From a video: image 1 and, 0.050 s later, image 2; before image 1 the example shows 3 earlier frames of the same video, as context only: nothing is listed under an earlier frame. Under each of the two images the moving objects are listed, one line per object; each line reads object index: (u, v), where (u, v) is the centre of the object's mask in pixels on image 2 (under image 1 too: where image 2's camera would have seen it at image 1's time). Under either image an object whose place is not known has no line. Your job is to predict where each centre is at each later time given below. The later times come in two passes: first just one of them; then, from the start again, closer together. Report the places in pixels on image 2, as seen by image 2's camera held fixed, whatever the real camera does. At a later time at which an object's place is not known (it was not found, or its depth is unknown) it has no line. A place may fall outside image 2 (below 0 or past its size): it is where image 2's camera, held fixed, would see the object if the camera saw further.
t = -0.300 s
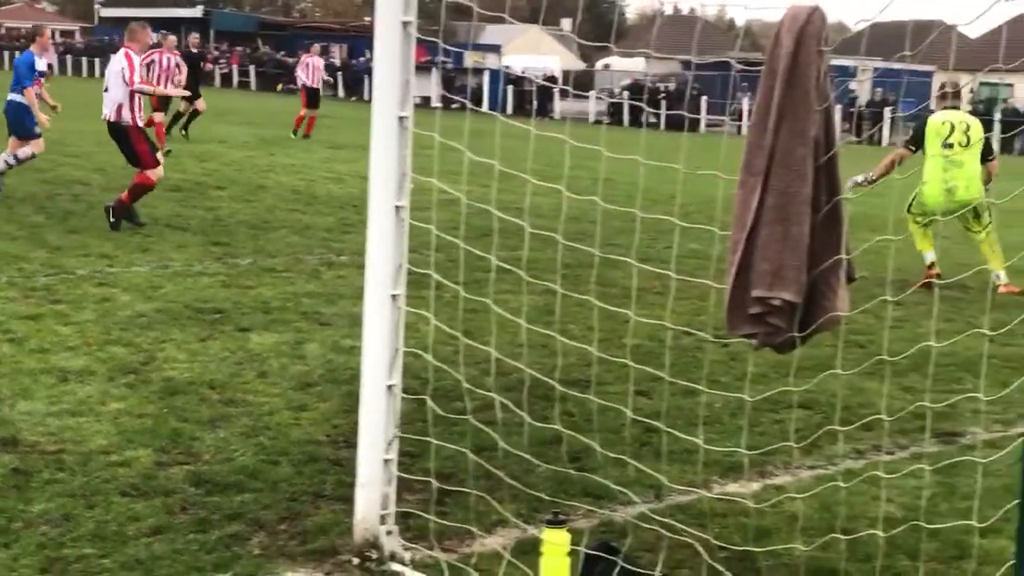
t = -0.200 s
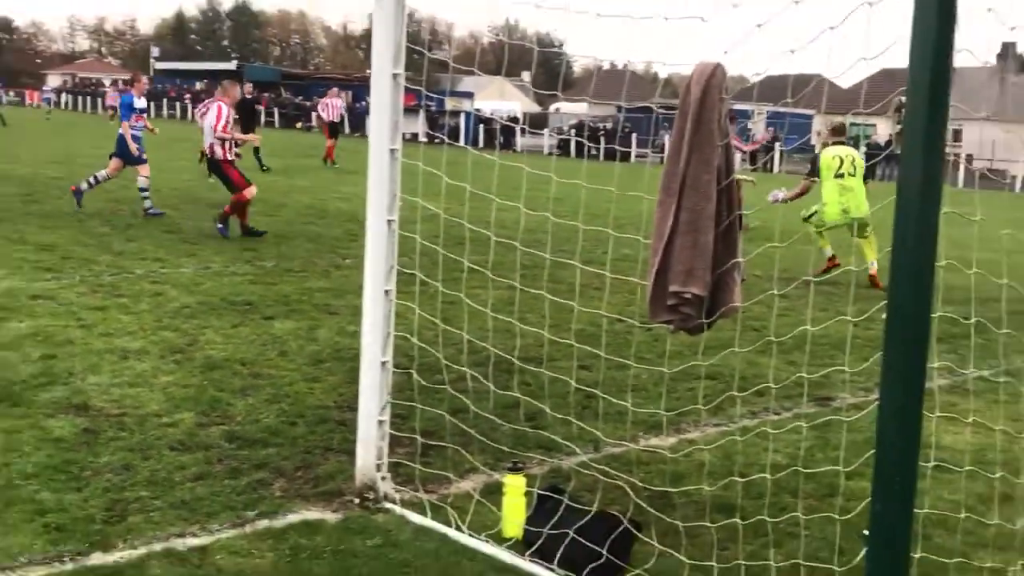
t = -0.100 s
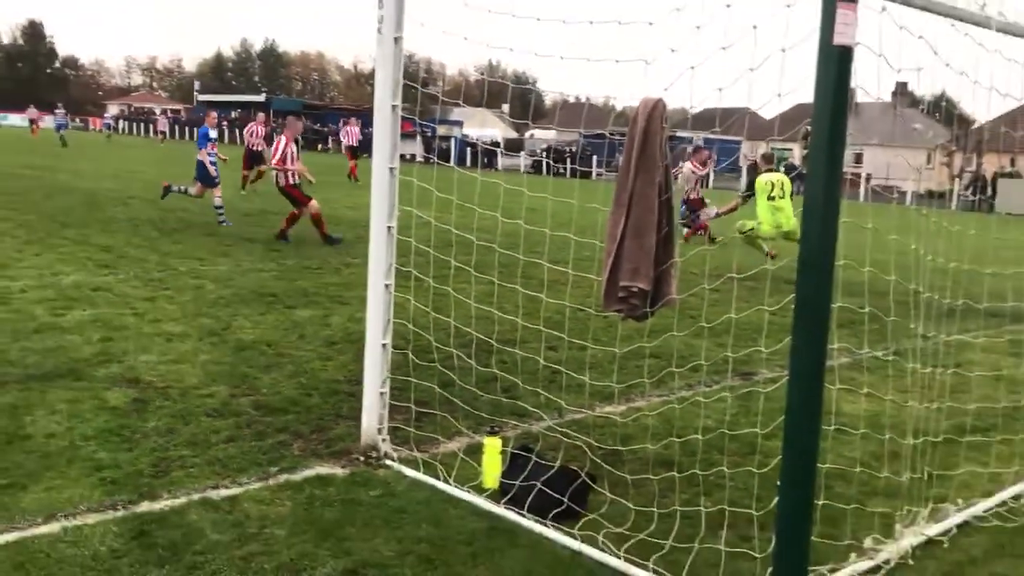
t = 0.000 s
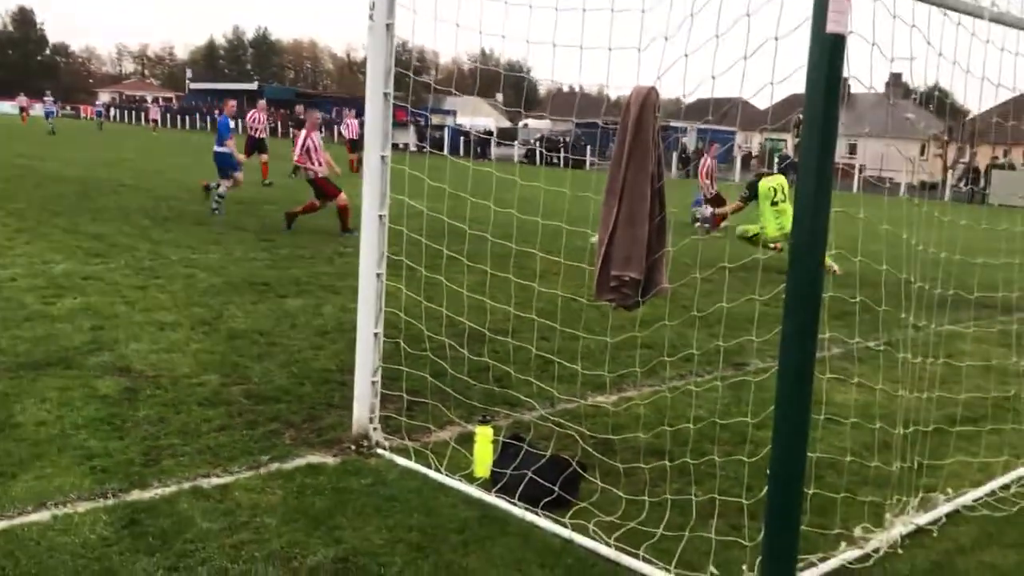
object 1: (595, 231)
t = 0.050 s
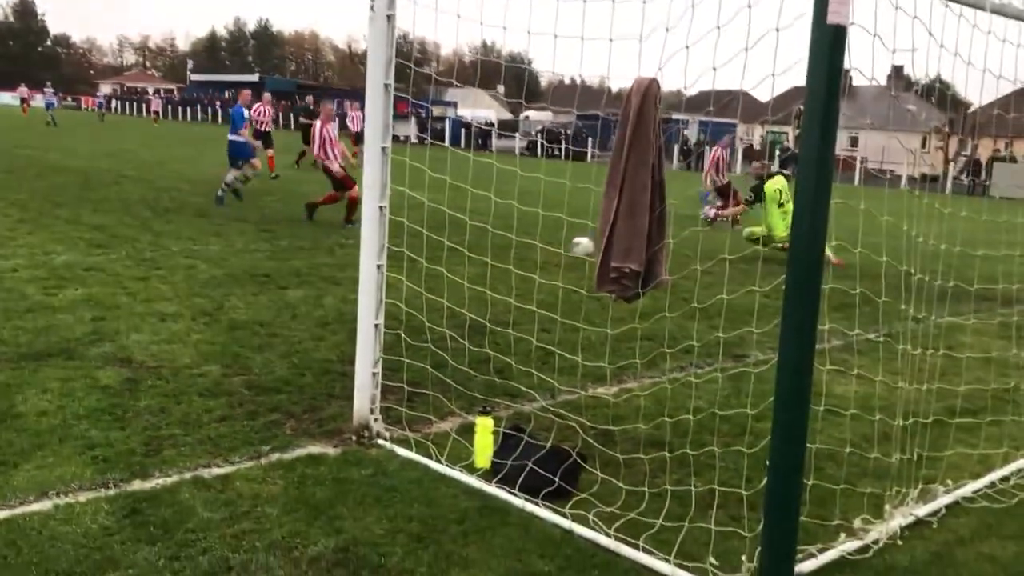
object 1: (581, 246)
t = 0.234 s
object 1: (466, 286)
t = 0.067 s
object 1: (574, 252)
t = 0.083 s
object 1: (566, 257)
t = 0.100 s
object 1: (557, 264)
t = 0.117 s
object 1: (548, 268)
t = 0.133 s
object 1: (539, 269)
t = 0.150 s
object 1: (528, 269)
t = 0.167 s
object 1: (517, 270)
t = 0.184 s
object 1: (504, 273)
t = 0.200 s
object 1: (494, 277)
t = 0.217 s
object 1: (481, 280)
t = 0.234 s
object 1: (466, 286)
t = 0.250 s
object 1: (450, 290)
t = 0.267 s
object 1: (431, 296)
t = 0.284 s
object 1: (413, 302)
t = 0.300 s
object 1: (396, 311)
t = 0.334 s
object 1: (341, 333)
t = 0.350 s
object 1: (319, 346)
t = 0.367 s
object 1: (289, 361)
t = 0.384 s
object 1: (256, 378)
